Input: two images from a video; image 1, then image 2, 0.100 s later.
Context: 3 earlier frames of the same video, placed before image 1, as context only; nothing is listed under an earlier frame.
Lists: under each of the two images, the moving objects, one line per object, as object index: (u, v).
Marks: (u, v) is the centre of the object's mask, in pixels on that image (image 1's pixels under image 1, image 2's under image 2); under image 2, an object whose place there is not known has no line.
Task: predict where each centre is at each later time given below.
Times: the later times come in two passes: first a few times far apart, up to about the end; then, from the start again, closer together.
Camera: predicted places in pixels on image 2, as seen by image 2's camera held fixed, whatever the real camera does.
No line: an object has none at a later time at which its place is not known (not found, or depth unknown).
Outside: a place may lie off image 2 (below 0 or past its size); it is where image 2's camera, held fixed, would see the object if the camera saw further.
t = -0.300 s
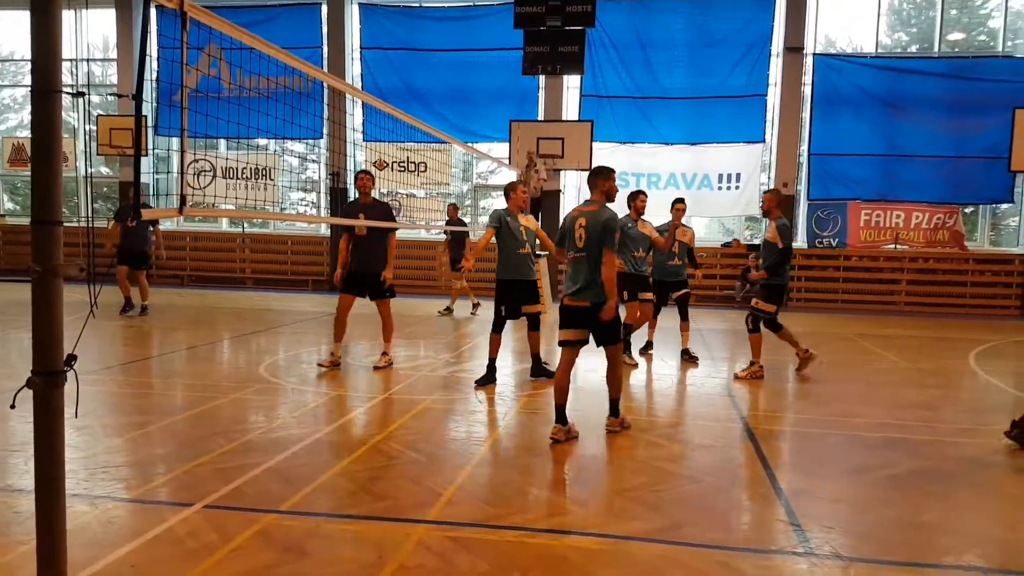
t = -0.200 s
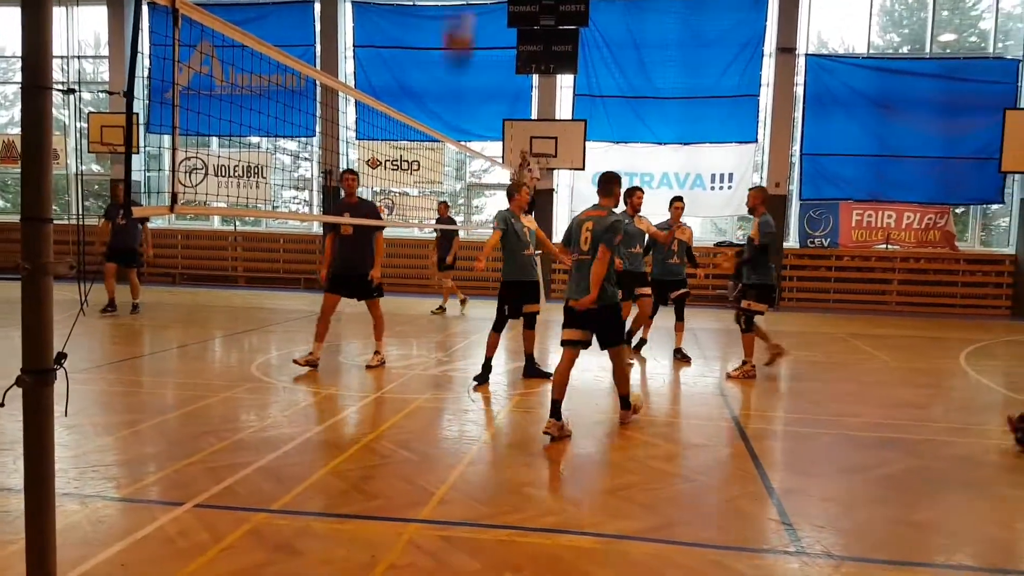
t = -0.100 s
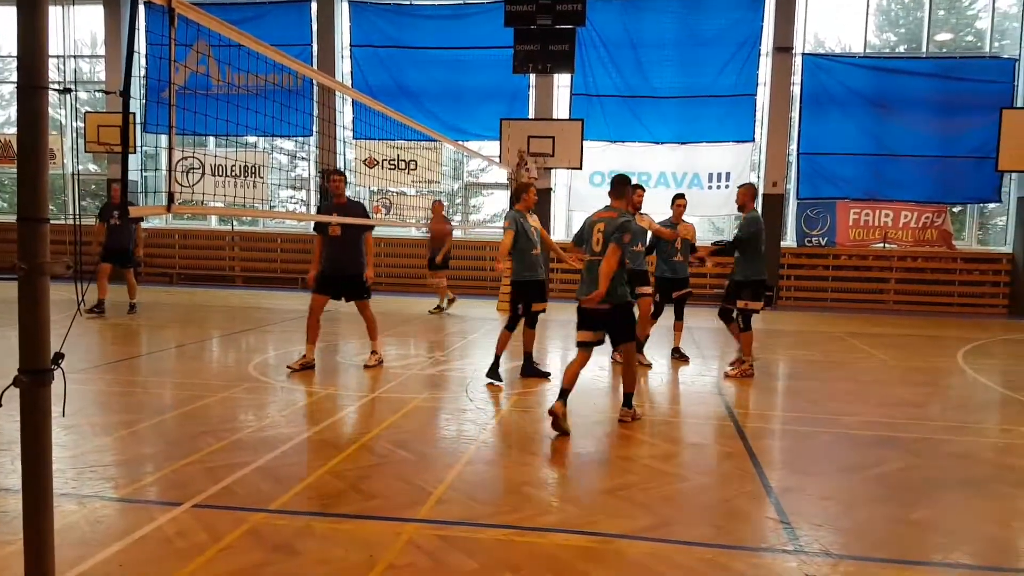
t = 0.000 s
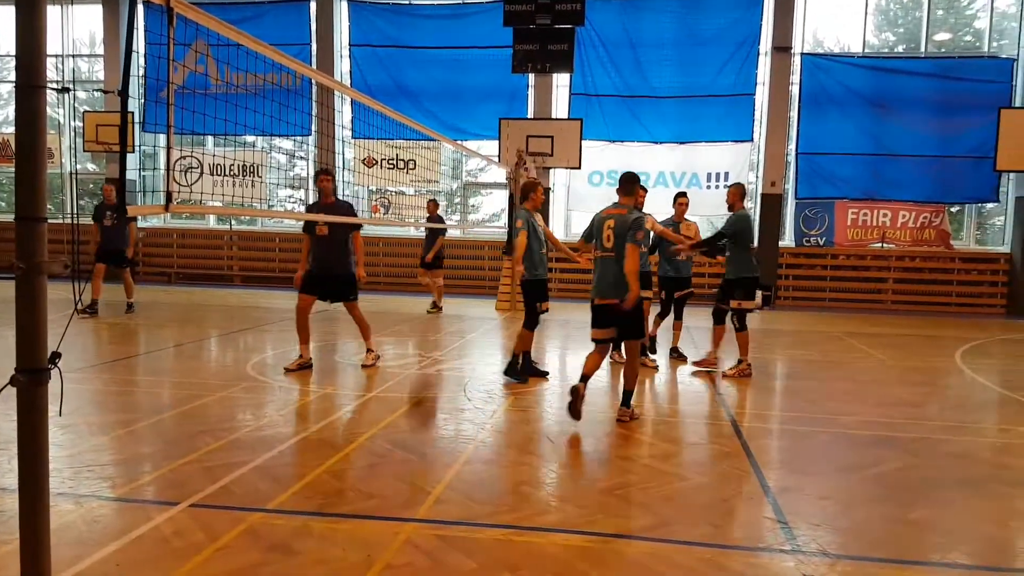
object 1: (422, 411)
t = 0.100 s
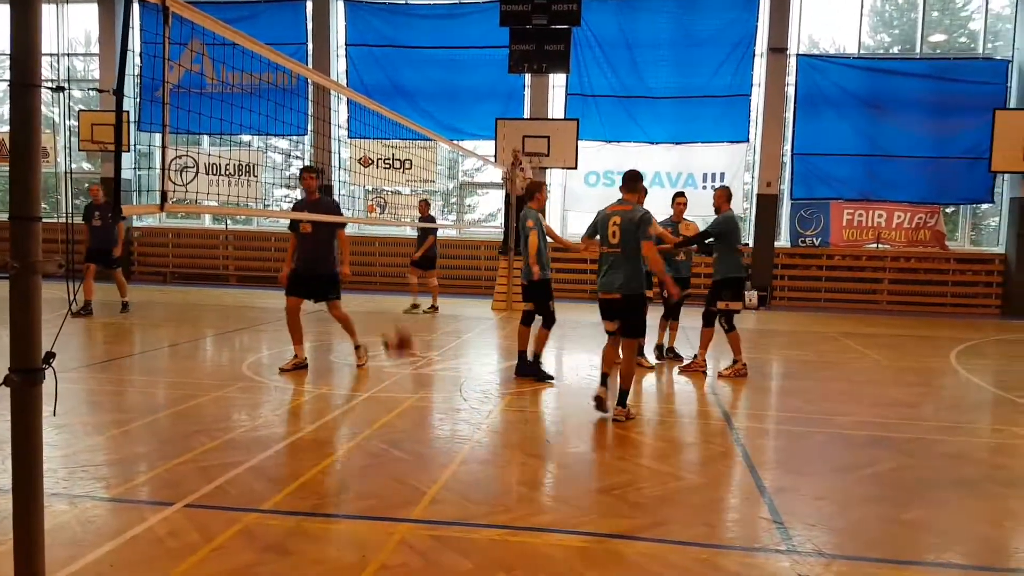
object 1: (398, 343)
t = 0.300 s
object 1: (353, 161)
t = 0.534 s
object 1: (336, 57)
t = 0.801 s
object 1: (374, 82)
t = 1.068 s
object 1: (412, 210)
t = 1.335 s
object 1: (449, 407)
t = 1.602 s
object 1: (439, 268)
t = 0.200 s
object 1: (375, 247)
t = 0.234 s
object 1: (367, 216)
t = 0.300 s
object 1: (353, 161)
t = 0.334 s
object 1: (343, 135)
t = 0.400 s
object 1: (326, 89)
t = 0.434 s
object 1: (322, 74)
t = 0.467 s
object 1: (326, 67)
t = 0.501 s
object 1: (330, 61)
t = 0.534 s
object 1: (336, 57)
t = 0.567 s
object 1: (341, 54)
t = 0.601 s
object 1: (345, 53)
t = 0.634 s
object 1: (351, 54)
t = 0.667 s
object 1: (355, 57)
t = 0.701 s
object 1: (360, 60)
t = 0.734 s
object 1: (364, 66)
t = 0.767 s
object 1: (369, 73)
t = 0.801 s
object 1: (374, 82)
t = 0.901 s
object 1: (390, 118)
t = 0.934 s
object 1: (394, 134)
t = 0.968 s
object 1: (397, 152)
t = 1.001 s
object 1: (402, 170)
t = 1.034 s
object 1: (407, 189)
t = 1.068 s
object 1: (412, 210)
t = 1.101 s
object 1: (418, 234)
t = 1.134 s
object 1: (424, 255)
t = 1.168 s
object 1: (426, 275)
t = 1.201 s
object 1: (431, 303)
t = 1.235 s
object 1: (435, 331)
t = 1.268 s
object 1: (440, 359)
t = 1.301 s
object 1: (446, 388)
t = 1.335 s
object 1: (449, 407)
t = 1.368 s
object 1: (448, 385)
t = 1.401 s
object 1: (446, 365)
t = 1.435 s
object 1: (445, 344)
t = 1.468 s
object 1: (444, 327)
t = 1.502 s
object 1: (443, 311)
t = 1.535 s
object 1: (442, 294)
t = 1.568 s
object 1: (443, 278)
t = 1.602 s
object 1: (439, 268)
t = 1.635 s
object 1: (437, 257)
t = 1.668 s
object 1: (436, 248)
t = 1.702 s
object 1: (436, 239)
